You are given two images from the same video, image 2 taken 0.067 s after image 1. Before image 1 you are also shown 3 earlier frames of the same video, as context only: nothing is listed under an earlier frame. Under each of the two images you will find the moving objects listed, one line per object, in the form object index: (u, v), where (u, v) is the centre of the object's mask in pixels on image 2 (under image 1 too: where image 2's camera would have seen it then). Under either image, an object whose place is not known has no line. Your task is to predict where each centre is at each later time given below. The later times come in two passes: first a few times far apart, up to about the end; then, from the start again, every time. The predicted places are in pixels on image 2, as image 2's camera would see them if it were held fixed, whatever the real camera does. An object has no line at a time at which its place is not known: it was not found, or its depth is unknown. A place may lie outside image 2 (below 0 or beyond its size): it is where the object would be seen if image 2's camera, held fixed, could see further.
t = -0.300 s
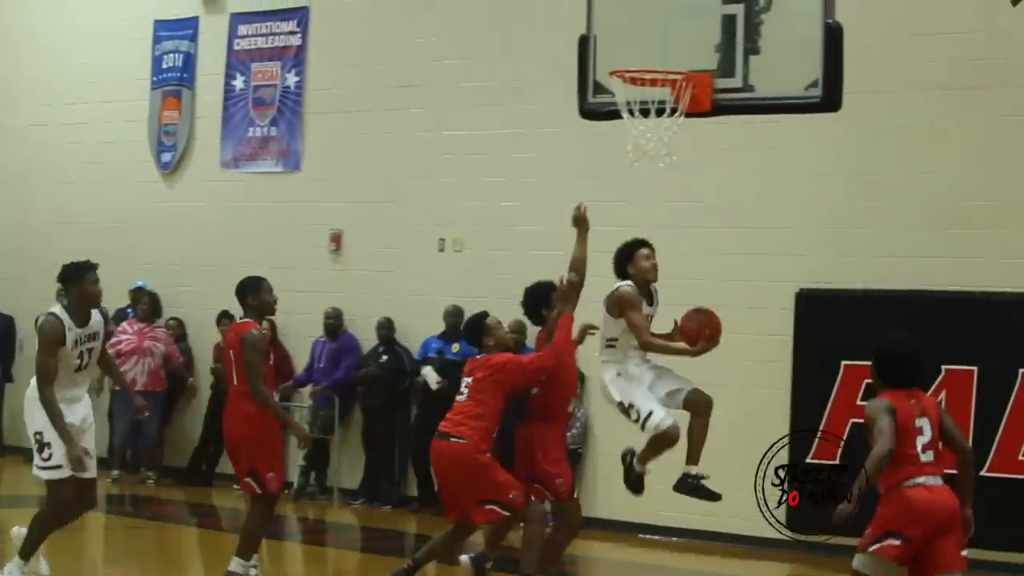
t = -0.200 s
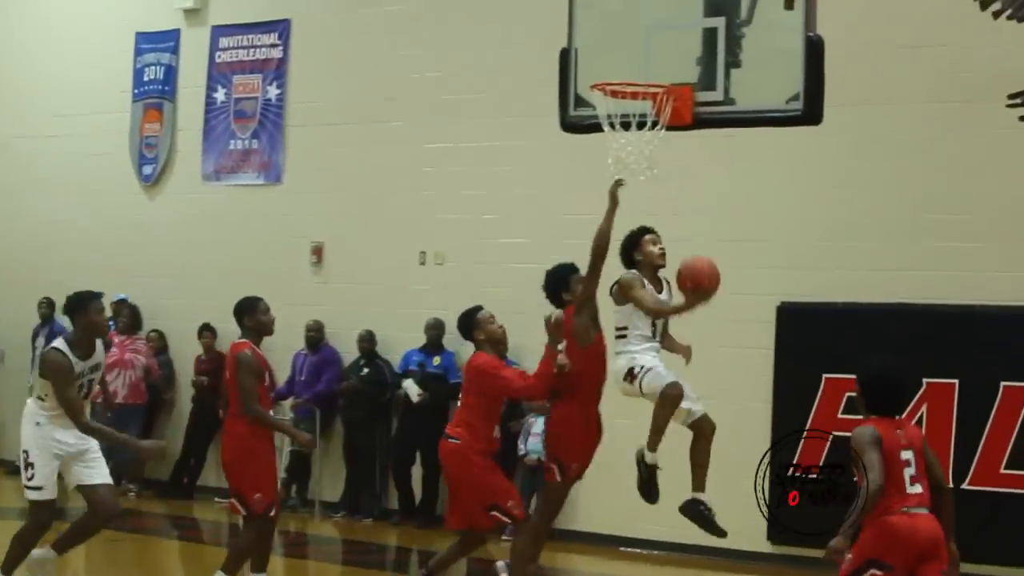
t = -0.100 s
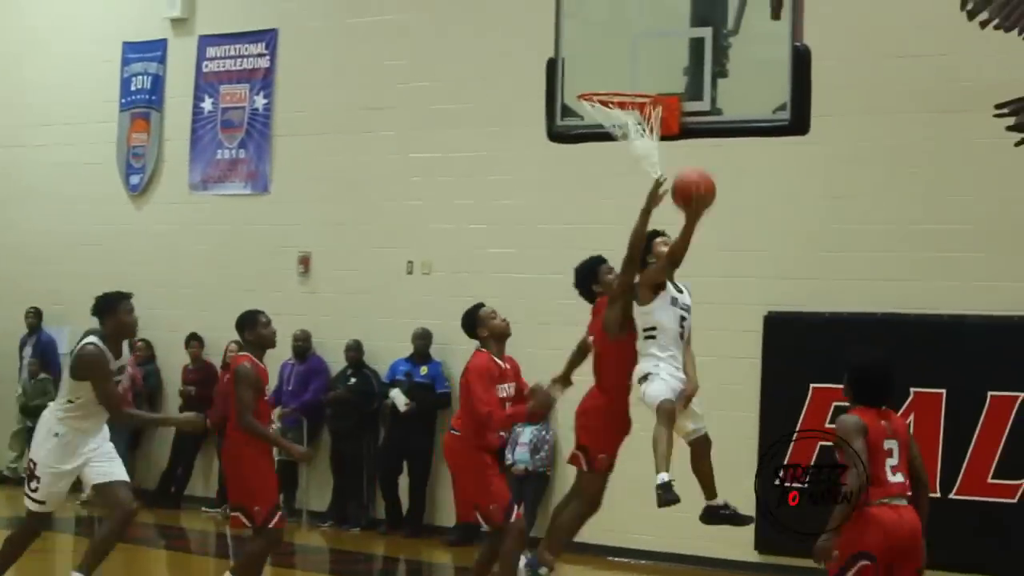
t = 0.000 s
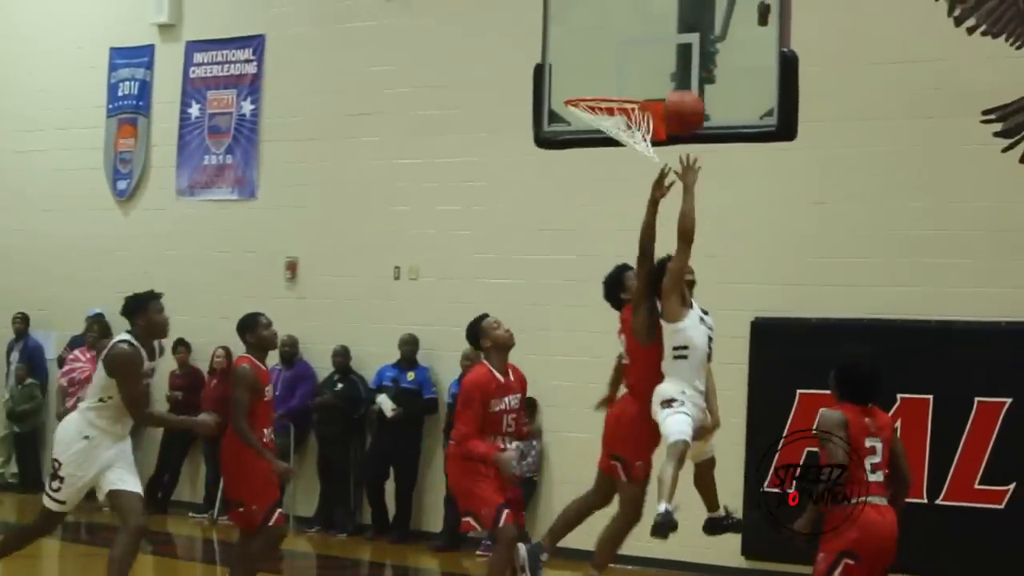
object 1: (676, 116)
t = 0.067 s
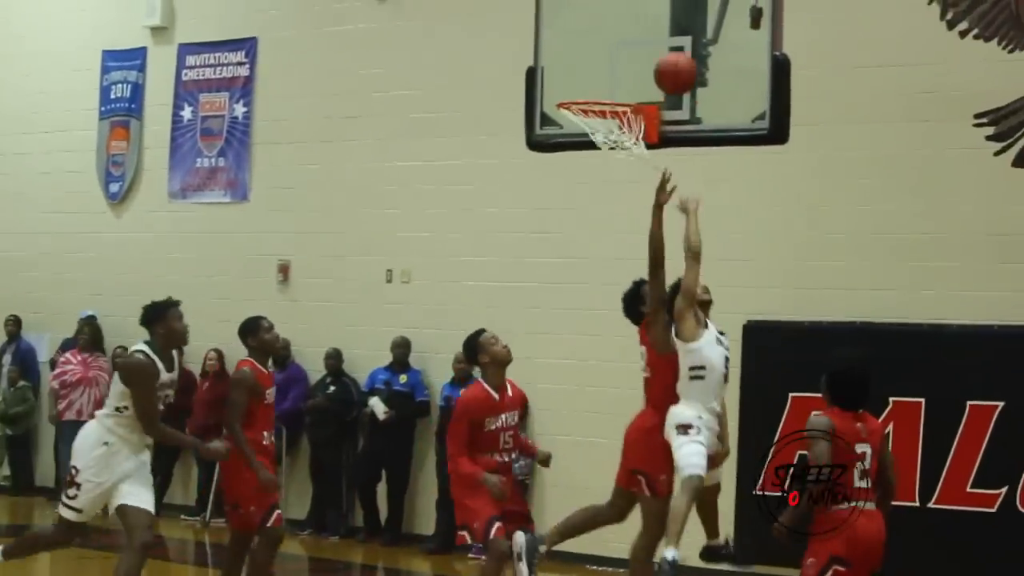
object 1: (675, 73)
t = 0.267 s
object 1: (671, 4)
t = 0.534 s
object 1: (604, 65)
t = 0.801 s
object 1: (606, 191)
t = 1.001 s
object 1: (617, 293)
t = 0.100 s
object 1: (675, 55)
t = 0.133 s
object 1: (675, 38)
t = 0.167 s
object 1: (676, 24)
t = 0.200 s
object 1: (676, 13)
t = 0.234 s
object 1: (676, 7)
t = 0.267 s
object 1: (671, 4)
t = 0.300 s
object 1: (663, 4)
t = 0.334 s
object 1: (655, 5)
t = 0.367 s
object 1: (647, 9)
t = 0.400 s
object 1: (638, 16)
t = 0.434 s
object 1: (630, 25)
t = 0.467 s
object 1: (621, 36)
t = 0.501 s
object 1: (612, 50)
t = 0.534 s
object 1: (604, 65)
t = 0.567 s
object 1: (595, 81)
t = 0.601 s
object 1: (587, 102)
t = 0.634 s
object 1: (588, 118)
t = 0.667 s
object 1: (594, 132)
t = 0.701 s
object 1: (597, 150)
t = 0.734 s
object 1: (602, 169)
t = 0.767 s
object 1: (605, 180)
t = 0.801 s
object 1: (606, 191)
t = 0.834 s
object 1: (608, 202)
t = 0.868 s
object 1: (610, 217)
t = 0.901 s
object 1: (612, 232)
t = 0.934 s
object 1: (614, 251)
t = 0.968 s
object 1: (615, 271)
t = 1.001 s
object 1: (617, 293)
